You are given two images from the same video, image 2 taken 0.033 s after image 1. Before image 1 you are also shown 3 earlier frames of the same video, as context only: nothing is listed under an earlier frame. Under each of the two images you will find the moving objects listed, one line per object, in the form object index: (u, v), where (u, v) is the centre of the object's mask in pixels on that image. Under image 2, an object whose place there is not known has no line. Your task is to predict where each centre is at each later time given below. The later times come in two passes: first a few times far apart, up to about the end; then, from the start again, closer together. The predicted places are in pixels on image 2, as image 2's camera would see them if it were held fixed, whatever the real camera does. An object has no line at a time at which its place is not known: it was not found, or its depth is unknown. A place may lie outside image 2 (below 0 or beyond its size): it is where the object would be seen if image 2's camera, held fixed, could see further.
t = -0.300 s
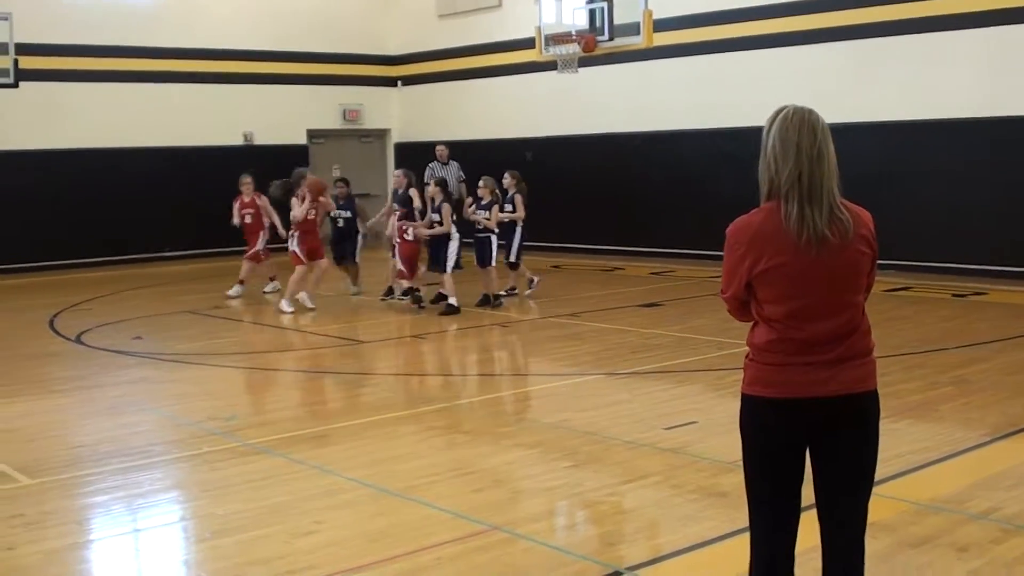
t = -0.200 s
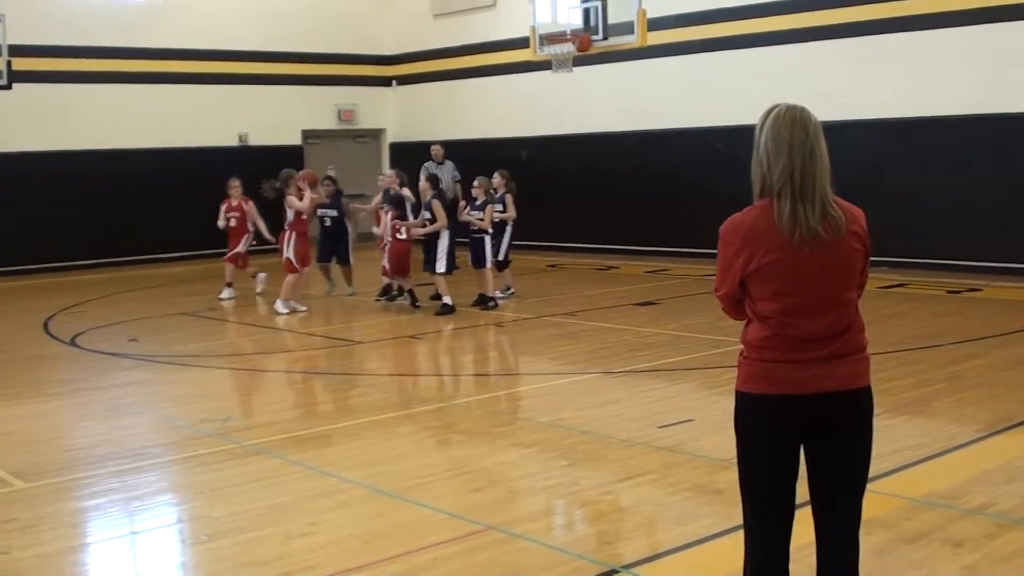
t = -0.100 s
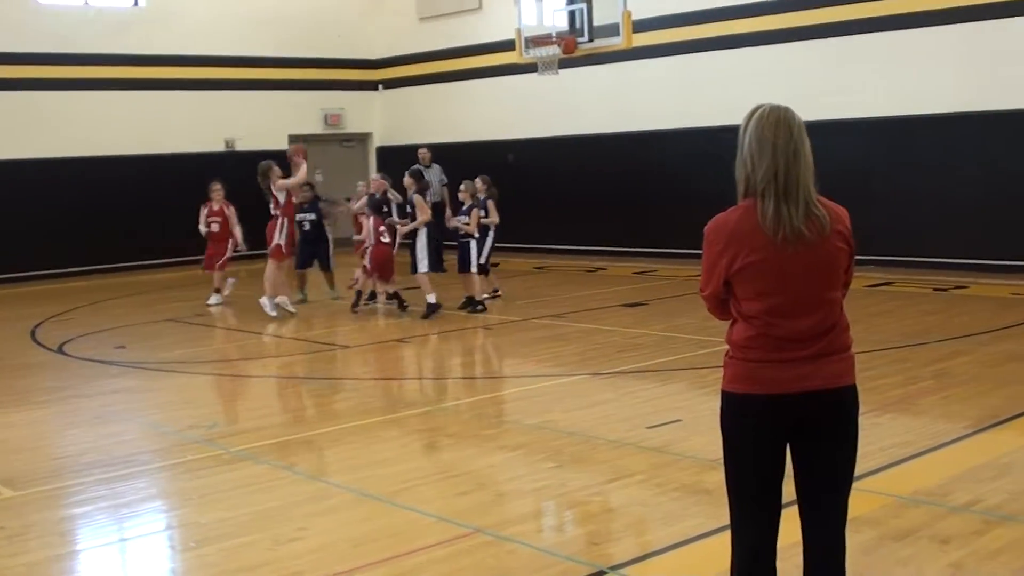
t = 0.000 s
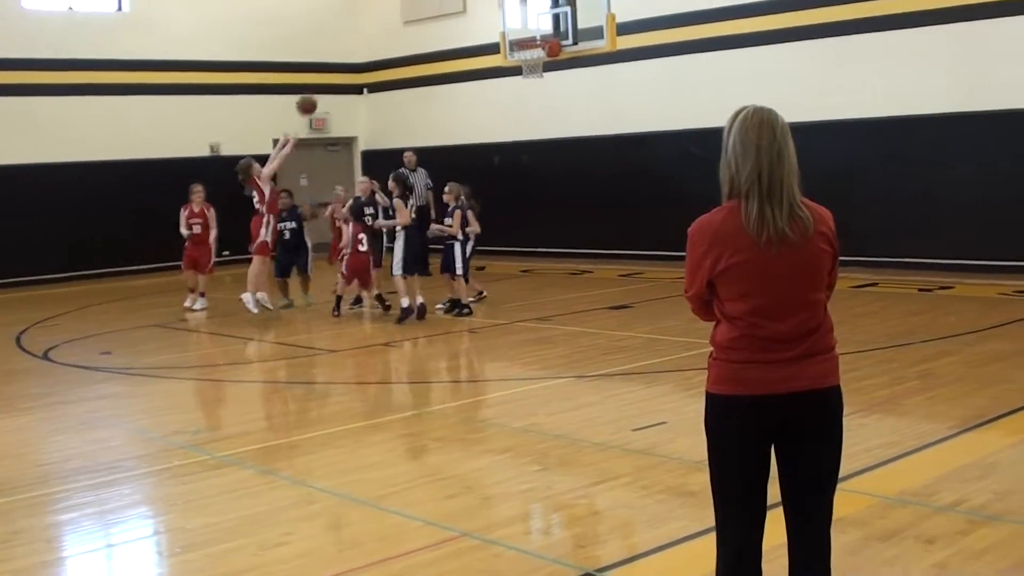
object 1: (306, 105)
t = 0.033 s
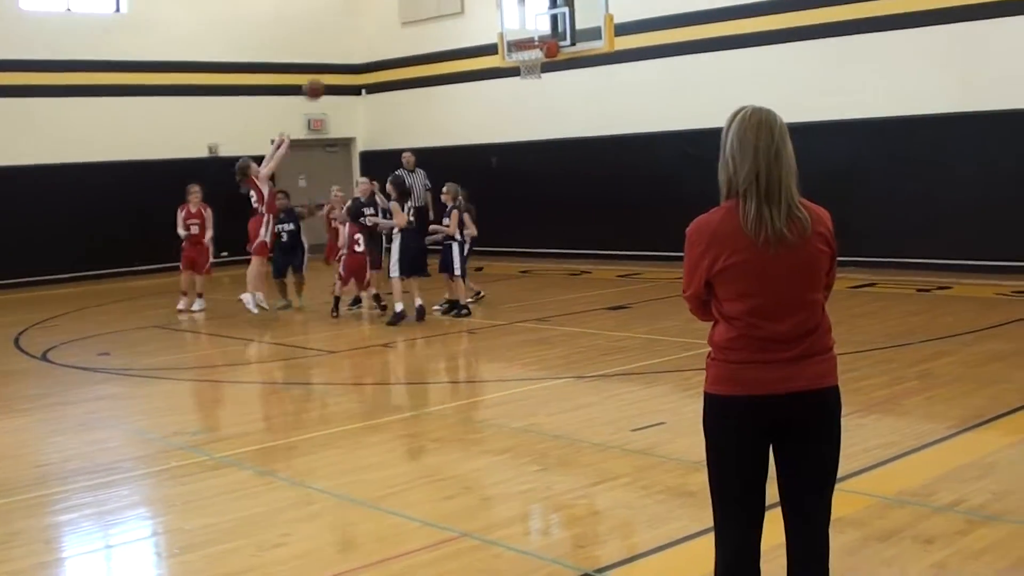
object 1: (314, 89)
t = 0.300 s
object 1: (384, 1)
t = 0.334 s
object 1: (393, -2)
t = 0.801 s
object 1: (512, 3)
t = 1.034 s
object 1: (569, 70)
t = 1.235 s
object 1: (617, 162)
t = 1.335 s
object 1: (639, 218)
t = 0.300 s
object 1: (384, 1)
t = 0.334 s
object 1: (393, -2)
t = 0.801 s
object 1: (512, 3)
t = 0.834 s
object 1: (520, 7)
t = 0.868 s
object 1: (528, 16)
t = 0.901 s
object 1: (537, 25)
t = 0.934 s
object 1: (546, 36)
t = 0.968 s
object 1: (552, 48)
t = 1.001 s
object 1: (561, 57)
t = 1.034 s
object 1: (569, 70)
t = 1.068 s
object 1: (578, 84)
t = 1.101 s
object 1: (586, 98)
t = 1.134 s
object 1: (594, 113)
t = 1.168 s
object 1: (601, 128)
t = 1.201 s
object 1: (609, 145)
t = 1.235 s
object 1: (617, 162)
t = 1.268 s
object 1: (625, 180)
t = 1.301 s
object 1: (633, 199)
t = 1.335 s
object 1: (639, 218)
